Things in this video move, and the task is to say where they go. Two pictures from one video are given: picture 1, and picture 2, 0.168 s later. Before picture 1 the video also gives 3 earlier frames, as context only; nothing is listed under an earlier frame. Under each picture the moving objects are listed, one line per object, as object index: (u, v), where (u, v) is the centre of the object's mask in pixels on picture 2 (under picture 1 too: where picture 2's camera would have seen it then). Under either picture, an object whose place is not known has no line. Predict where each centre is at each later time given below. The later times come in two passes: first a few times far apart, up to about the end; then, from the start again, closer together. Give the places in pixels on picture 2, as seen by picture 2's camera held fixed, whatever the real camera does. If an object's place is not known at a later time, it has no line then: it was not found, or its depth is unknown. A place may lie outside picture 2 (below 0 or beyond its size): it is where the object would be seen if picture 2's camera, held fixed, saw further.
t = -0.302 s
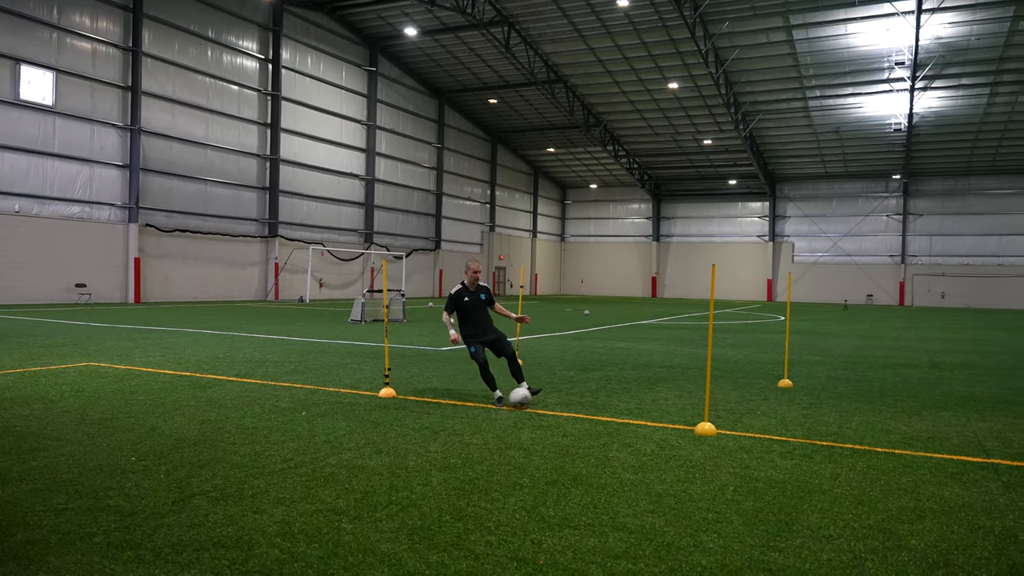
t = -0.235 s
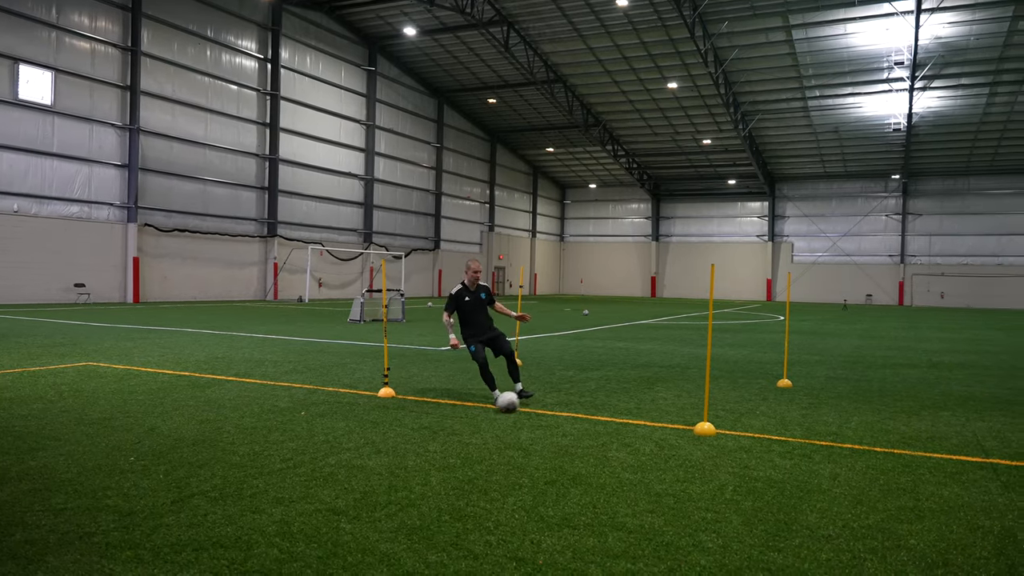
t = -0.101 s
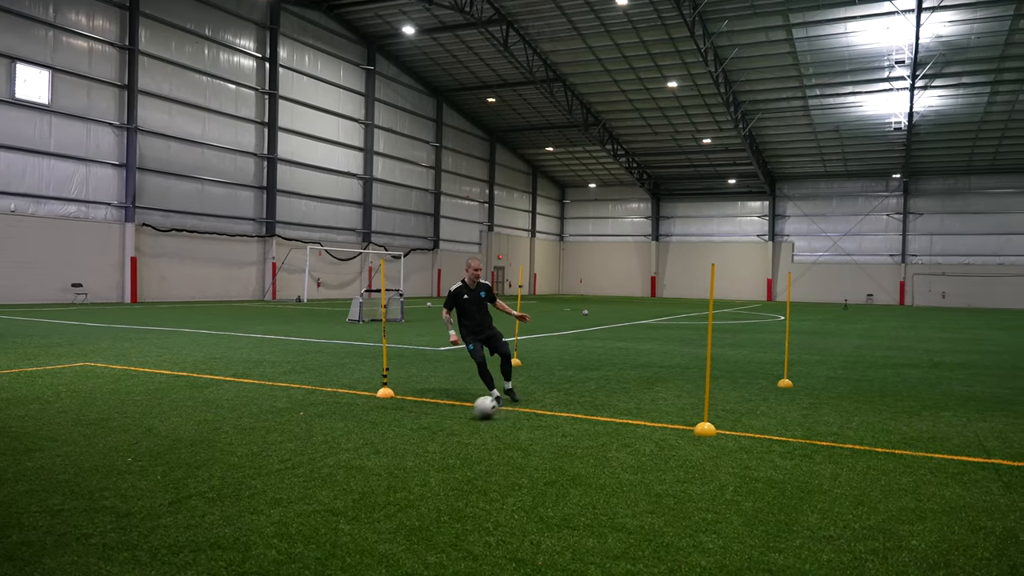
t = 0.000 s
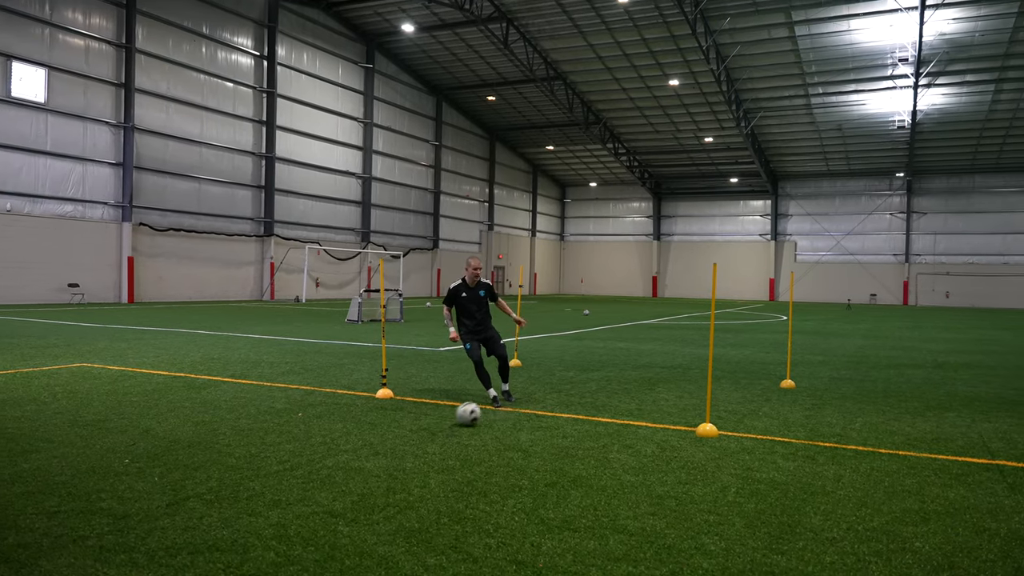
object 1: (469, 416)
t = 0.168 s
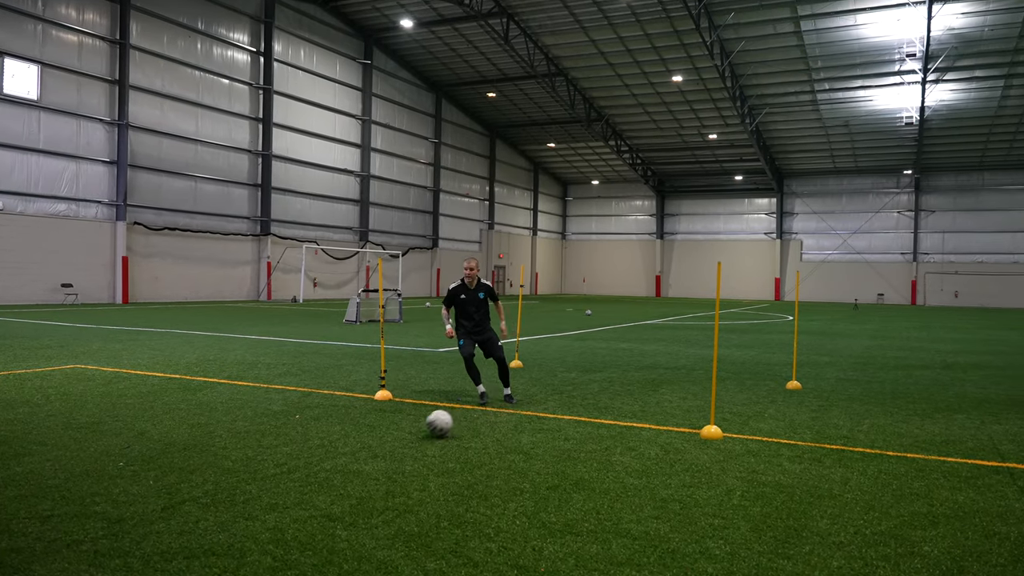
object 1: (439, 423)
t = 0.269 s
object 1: (420, 429)
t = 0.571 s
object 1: (368, 444)
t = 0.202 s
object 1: (433, 425)
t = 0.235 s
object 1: (427, 427)
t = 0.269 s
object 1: (420, 429)
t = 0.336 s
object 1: (407, 435)
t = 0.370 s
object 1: (402, 436)
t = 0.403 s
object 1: (396, 437)
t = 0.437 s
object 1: (391, 438)
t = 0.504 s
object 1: (380, 440)
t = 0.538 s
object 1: (374, 442)
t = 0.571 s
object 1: (368, 444)
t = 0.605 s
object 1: (362, 447)
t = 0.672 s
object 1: (349, 452)
